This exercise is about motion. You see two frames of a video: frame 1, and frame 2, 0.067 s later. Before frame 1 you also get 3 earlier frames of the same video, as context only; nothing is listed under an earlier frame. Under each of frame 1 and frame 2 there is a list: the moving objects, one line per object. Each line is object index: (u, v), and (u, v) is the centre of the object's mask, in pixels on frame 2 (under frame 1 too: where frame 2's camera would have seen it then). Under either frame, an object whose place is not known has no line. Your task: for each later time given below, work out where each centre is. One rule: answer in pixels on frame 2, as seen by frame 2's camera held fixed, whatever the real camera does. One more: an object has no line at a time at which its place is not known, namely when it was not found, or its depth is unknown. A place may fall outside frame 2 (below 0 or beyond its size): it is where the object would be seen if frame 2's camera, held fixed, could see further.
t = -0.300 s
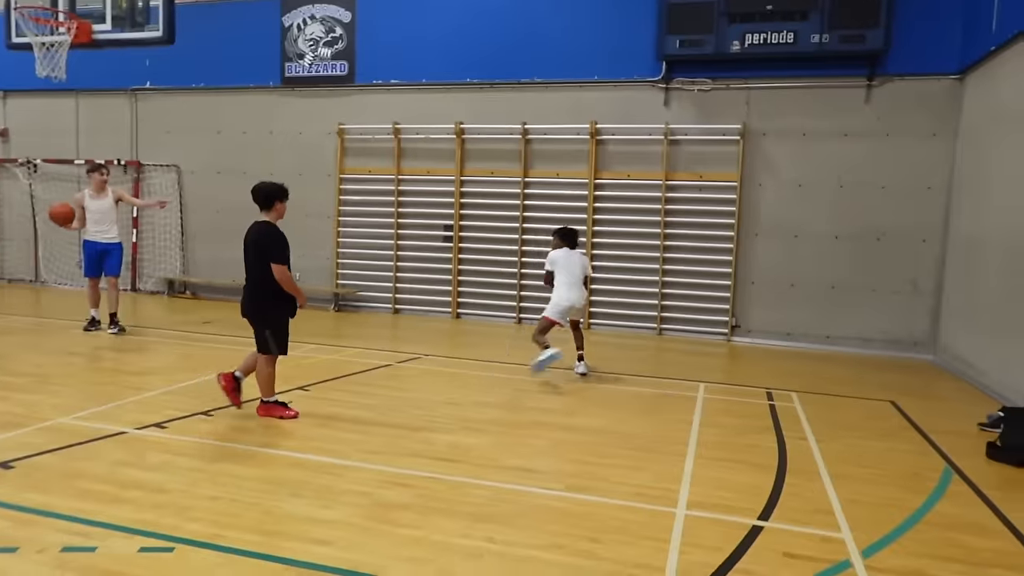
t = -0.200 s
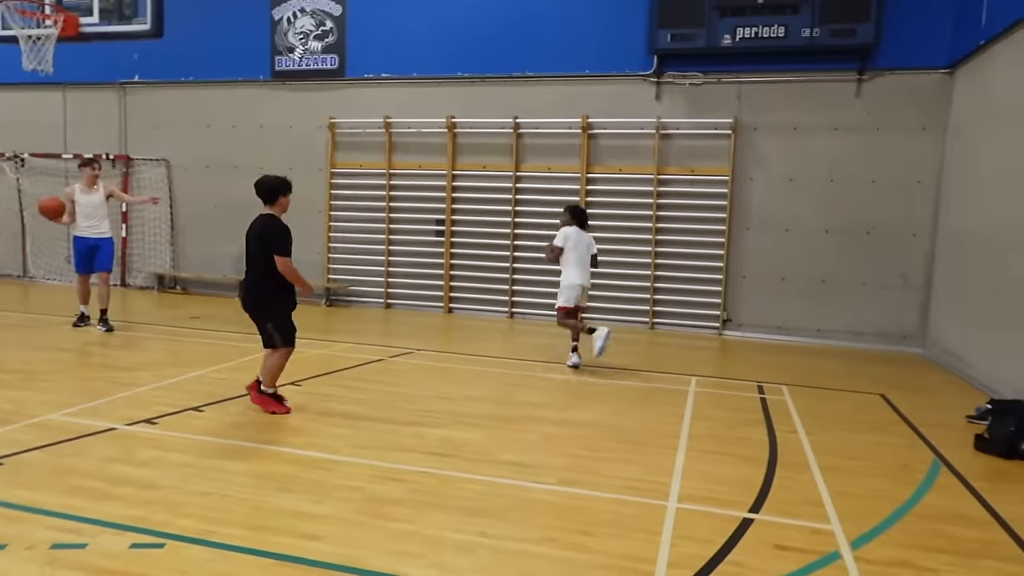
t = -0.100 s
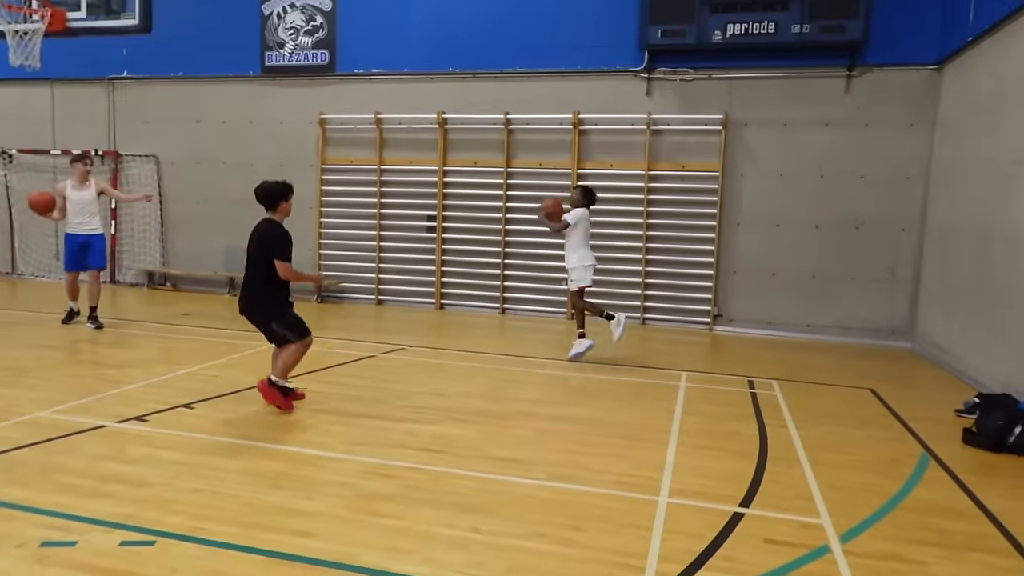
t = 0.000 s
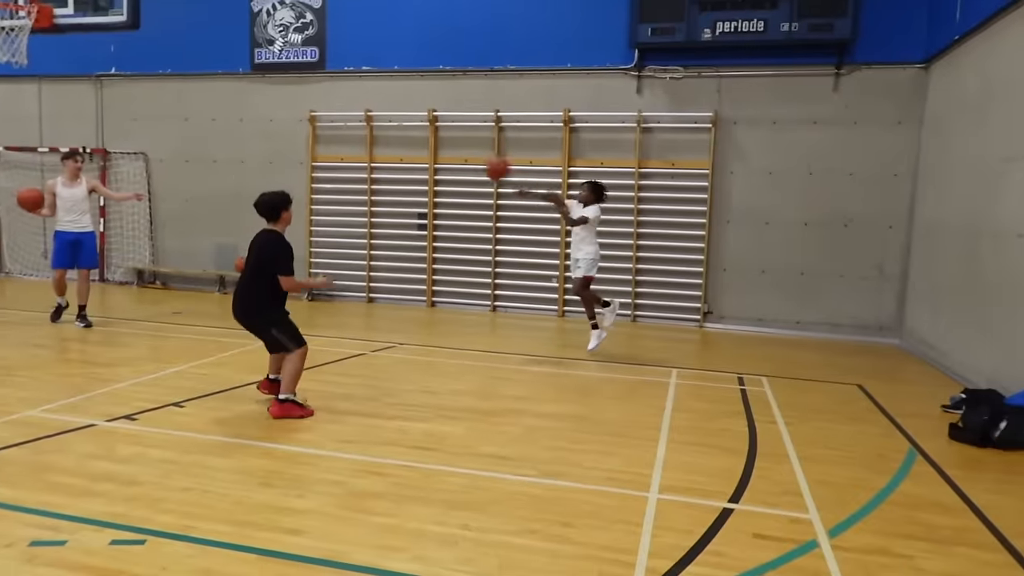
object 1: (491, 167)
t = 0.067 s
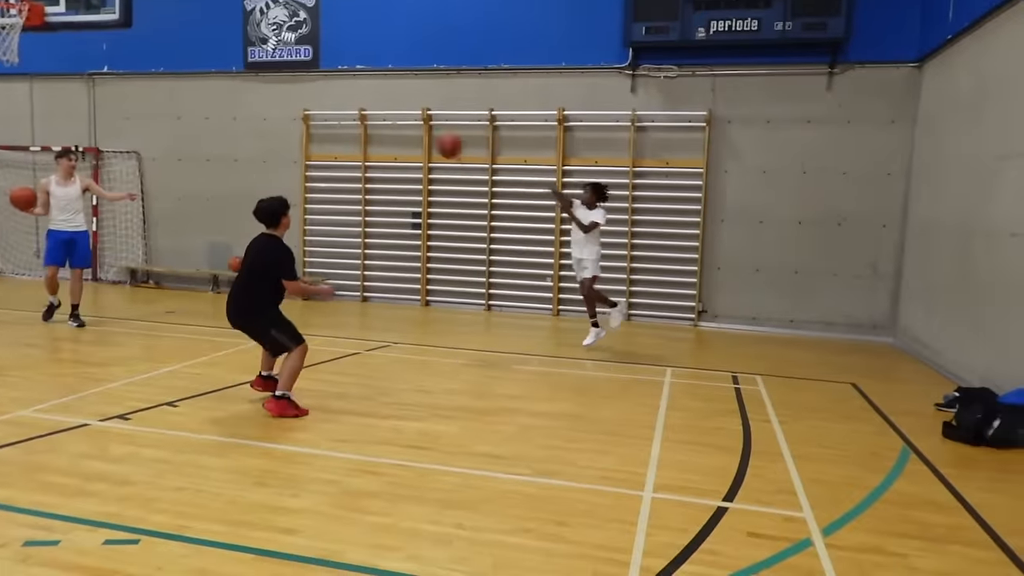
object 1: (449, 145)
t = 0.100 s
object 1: (428, 136)
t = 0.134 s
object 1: (405, 128)
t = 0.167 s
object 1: (383, 120)
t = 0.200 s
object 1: (360, 114)
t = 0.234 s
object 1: (335, 108)
